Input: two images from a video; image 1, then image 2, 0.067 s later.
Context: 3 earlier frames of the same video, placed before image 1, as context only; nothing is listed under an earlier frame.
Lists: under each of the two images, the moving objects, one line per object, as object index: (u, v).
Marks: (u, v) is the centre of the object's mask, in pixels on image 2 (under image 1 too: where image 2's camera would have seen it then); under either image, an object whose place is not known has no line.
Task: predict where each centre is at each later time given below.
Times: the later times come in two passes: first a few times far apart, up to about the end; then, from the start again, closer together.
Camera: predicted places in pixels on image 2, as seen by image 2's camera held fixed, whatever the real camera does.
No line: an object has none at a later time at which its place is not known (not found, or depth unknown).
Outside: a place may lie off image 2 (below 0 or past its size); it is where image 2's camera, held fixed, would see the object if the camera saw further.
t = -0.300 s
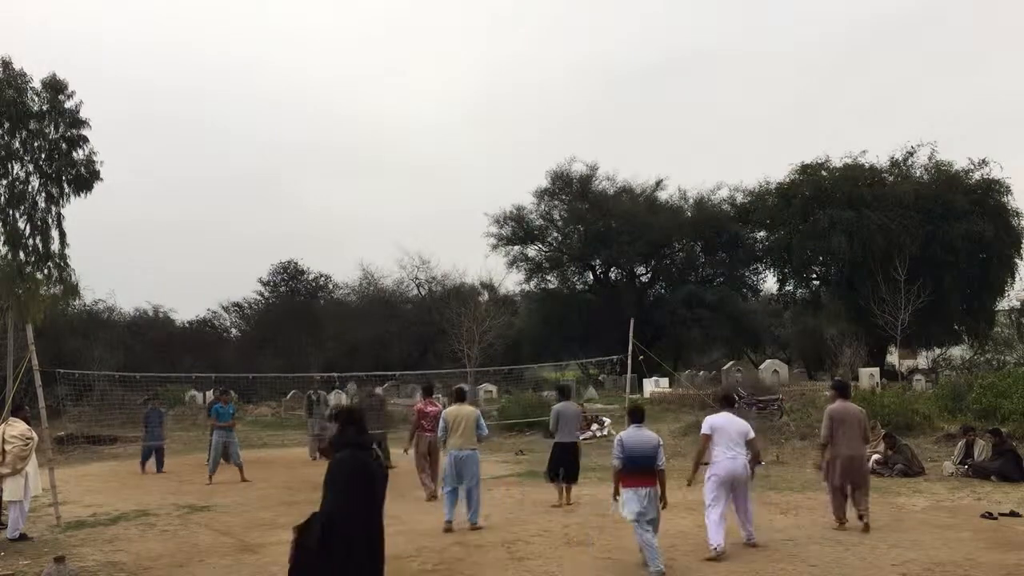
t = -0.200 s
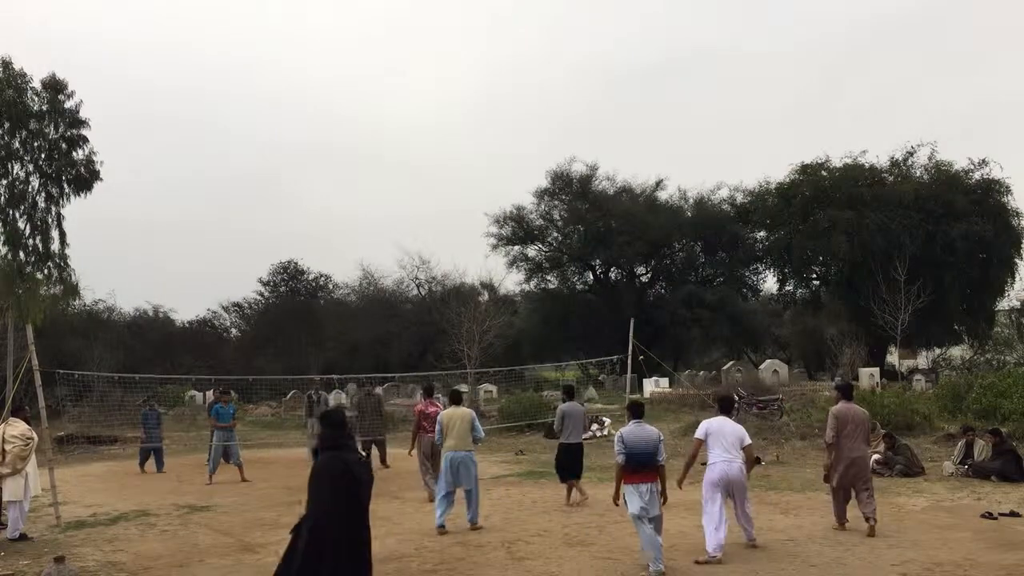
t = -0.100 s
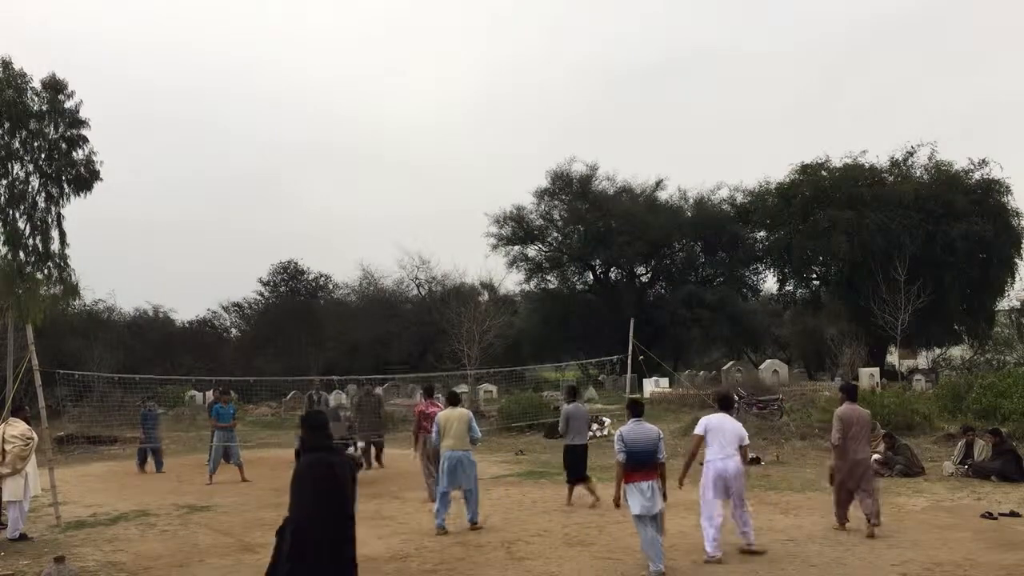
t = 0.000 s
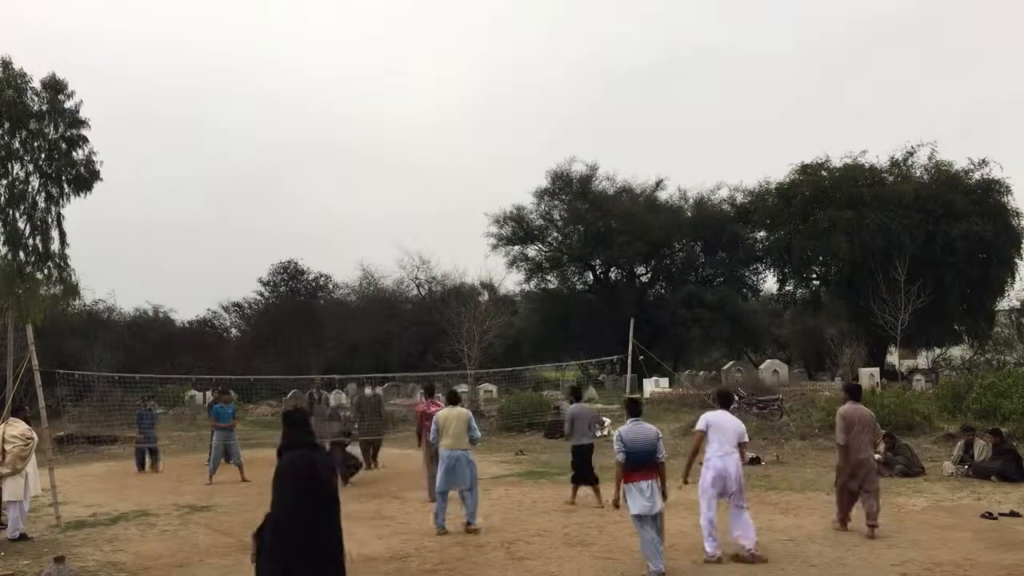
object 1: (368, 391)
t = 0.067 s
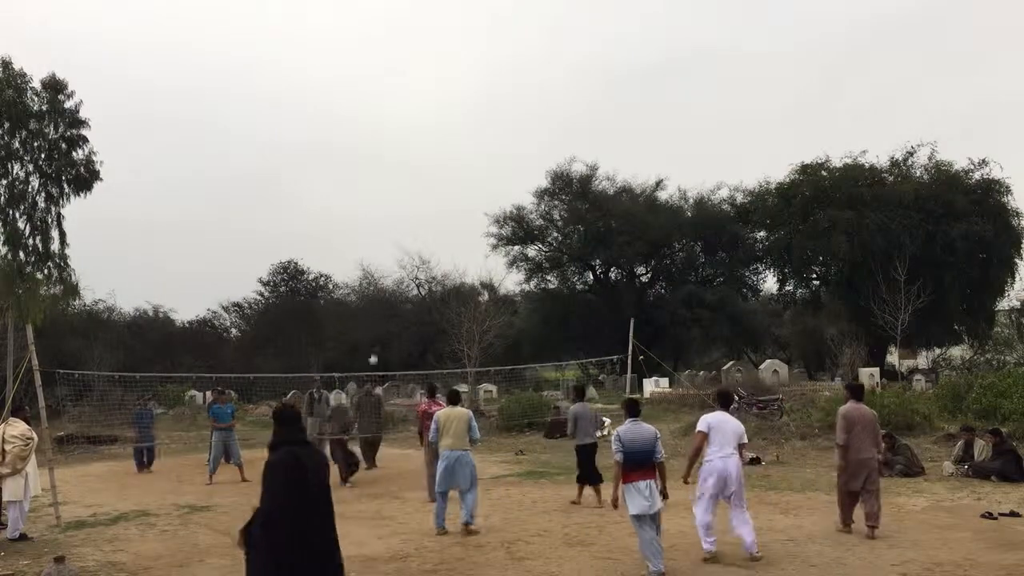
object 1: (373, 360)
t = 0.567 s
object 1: (412, 194)
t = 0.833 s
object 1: (436, 163)
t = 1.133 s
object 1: (467, 186)
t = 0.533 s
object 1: (409, 201)
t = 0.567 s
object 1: (412, 194)
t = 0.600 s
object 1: (415, 187)
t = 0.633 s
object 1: (418, 182)
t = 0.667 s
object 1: (421, 177)
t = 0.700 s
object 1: (423, 173)
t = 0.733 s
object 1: (427, 170)
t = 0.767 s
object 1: (430, 167)
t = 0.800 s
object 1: (433, 165)
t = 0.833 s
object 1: (436, 163)
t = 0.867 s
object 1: (439, 163)
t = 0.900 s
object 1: (442, 163)
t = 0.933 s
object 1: (446, 164)
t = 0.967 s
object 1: (449, 166)
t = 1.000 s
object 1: (453, 168)
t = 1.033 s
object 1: (456, 171)
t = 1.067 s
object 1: (460, 175)
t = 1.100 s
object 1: (463, 180)
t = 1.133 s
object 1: (467, 186)
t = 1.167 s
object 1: (471, 192)
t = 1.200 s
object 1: (475, 200)
